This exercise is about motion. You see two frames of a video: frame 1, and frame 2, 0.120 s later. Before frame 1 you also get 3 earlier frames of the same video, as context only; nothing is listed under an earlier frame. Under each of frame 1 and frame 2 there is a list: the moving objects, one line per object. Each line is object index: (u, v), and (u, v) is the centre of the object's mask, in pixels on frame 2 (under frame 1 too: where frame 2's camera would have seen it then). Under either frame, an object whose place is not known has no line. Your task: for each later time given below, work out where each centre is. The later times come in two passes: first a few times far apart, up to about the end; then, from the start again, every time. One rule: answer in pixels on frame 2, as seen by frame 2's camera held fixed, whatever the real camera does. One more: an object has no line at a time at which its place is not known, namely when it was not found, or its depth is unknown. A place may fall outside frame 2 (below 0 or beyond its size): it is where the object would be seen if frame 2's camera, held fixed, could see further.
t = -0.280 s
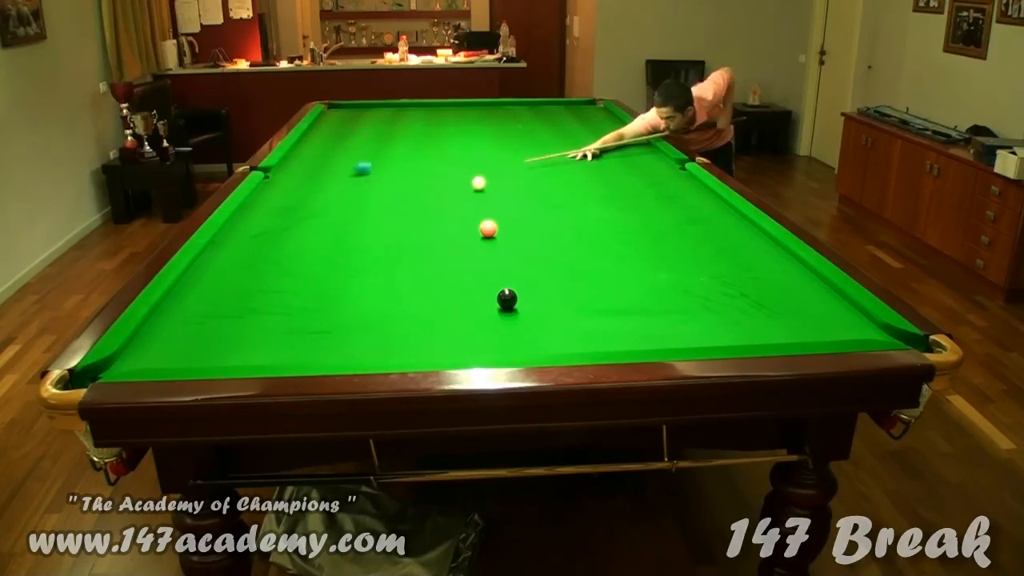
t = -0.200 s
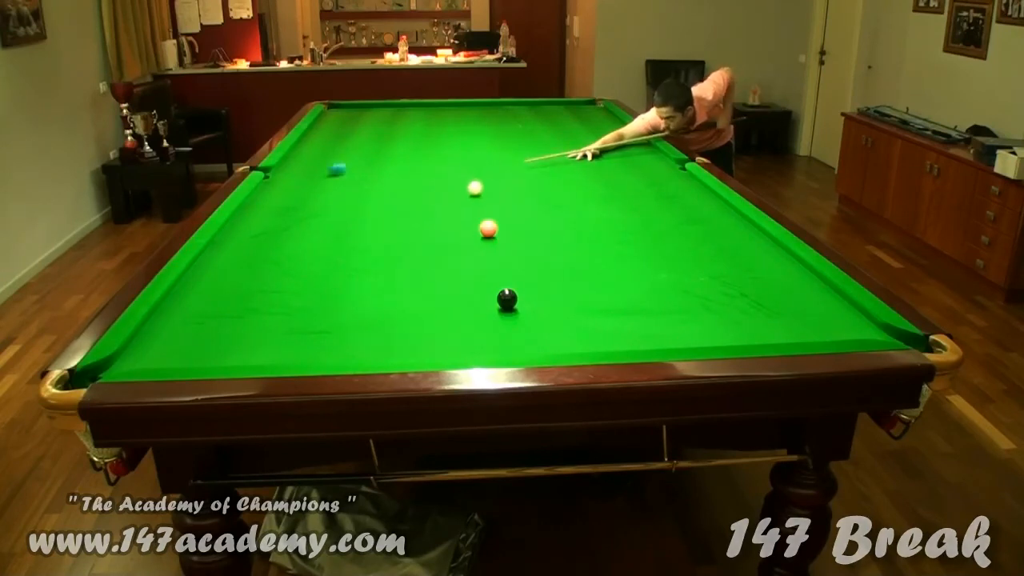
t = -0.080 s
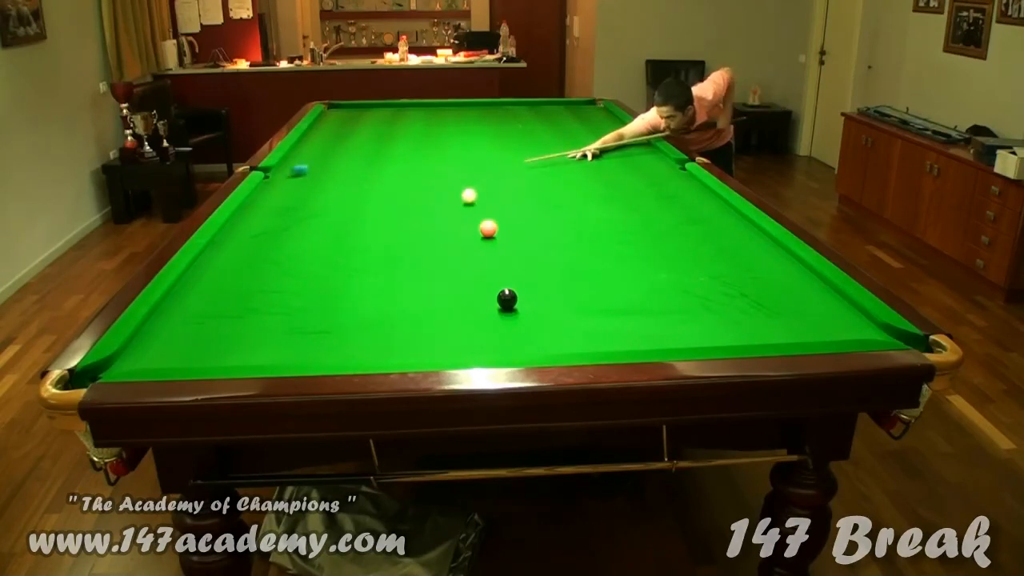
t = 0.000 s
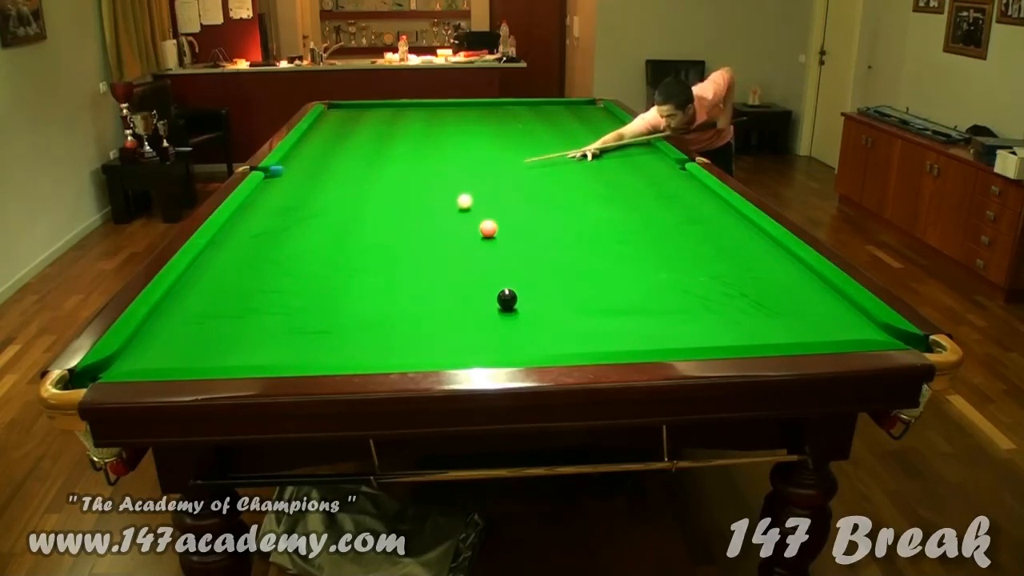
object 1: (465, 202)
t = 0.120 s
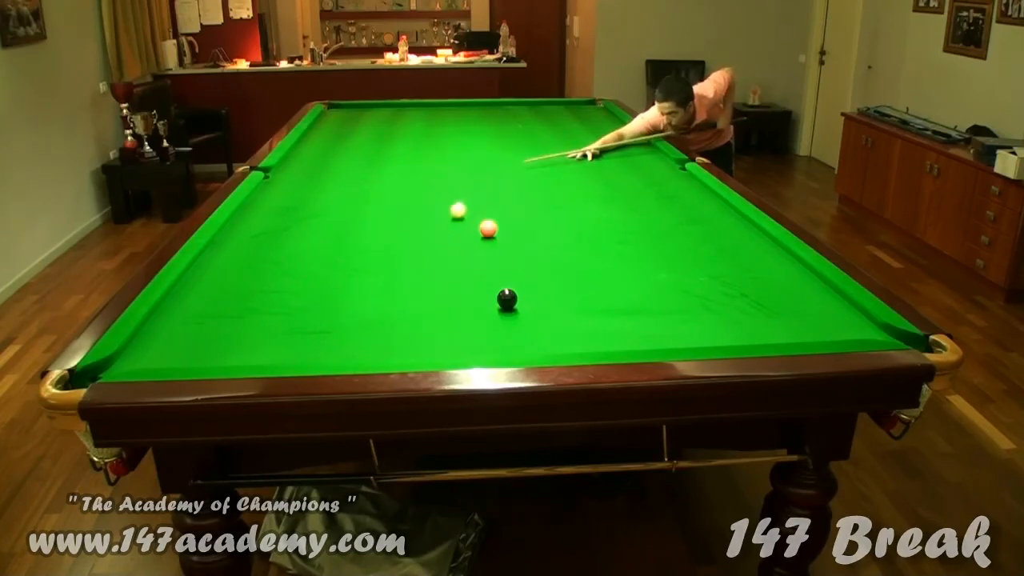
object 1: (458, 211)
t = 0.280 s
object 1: (448, 223)
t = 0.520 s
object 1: (432, 244)
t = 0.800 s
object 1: (411, 273)
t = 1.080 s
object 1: (385, 308)
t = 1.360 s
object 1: (355, 348)
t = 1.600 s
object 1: (349, 341)
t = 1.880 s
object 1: (351, 317)
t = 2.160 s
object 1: (353, 296)
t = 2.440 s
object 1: (355, 280)
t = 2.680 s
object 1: (355, 268)
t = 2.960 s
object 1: (357, 256)
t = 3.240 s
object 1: (358, 245)
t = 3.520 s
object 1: (359, 236)
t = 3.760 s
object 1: (360, 230)
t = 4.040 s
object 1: (361, 223)
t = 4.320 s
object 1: (362, 217)
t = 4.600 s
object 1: (363, 212)
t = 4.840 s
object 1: (363, 208)
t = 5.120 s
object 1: (364, 204)
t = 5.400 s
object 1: (365, 201)
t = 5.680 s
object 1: (366, 199)
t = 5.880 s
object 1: (367, 198)
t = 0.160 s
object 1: (455, 214)
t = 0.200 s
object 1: (453, 217)
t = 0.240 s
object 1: (451, 220)
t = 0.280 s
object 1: (448, 223)
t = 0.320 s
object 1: (446, 226)
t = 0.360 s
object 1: (443, 230)
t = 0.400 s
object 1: (441, 233)
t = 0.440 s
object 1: (438, 237)
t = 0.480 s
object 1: (435, 241)
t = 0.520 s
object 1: (432, 244)
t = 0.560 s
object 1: (429, 248)
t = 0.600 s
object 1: (427, 252)
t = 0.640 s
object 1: (423, 256)
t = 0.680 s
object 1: (420, 261)
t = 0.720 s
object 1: (417, 264)
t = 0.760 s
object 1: (414, 269)
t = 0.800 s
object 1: (411, 273)
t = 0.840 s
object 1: (407, 278)
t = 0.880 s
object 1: (404, 283)
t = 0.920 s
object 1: (400, 287)
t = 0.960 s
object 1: (397, 292)
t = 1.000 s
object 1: (393, 297)
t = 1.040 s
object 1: (389, 303)
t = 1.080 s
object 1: (385, 308)
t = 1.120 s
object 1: (381, 313)
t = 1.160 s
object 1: (377, 319)
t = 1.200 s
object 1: (372, 325)
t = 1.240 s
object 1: (368, 331)
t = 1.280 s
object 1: (363, 338)
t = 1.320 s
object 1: (359, 343)
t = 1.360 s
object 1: (355, 348)
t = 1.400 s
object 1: (350, 352)
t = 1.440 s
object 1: (347, 354)
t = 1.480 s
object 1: (348, 351)
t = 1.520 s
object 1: (348, 348)
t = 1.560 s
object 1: (348, 346)
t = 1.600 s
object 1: (349, 341)
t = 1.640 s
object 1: (349, 337)
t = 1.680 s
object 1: (350, 334)
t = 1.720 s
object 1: (350, 330)
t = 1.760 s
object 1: (350, 326)
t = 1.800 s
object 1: (351, 323)
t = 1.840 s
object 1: (351, 320)
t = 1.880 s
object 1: (351, 317)
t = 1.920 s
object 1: (351, 314)
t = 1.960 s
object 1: (352, 310)
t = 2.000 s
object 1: (352, 307)
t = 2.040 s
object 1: (352, 305)
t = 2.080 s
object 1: (353, 302)
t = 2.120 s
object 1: (353, 299)
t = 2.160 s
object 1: (353, 296)
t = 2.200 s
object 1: (353, 294)
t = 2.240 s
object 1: (353, 292)
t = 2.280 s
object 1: (353, 289)
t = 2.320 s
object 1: (354, 287)
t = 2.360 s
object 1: (354, 285)
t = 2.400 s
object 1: (354, 282)
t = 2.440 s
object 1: (355, 280)
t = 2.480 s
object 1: (355, 278)
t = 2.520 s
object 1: (355, 276)
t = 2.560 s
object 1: (355, 274)
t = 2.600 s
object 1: (355, 272)
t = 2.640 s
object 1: (355, 270)
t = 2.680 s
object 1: (355, 268)
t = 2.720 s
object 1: (356, 266)
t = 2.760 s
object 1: (356, 265)
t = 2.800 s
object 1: (356, 262)
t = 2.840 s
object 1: (356, 261)
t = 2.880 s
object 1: (356, 259)
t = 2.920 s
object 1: (356, 257)
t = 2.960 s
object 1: (357, 256)
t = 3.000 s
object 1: (357, 254)
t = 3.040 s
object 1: (357, 252)
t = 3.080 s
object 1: (357, 251)
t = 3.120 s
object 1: (357, 249)
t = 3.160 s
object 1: (357, 248)
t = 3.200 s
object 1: (357, 247)
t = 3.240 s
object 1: (358, 245)
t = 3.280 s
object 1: (358, 244)
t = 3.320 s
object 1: (358, 242)
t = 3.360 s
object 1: (358, 241)
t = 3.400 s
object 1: (358, 240)
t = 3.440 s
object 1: (359, 239)
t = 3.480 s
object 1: (359, 238)
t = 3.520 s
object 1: (359, 236)
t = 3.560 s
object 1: (359, 235)
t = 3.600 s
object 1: (359, 234)
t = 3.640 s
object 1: (360, 233)
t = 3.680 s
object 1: (360, 232)
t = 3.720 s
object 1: (360, 231)
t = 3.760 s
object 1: (360, 230)
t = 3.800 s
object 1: (360, 228)
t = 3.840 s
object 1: (360, 228)
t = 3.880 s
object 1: (360, 227)
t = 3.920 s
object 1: (361, 226)
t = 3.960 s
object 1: (360, 225)
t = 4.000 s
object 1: (361, 224)
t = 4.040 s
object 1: (361, 223)
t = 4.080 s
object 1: (361, 222)
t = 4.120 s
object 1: (361, 221)
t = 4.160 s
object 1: (361, 221)
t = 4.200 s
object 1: (361, 220)
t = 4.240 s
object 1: (362, 219)
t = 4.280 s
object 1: (362, 218)
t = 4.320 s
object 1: (362, 217)
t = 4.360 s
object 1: (362, 216)
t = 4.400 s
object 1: (362, 215)
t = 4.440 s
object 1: (363, 214)
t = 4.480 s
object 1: (363, 214)
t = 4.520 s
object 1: (362, 213)
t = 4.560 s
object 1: (363, 213)
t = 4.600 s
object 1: (363, 212)
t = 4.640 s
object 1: (363, 211)
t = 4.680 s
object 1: (363, 211)
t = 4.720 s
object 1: (363, 210)
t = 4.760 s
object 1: (363, 209)
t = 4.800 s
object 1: (363, 209)
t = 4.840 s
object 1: (363, 208)
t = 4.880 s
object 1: (364, 207)
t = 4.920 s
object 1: (364, 207)
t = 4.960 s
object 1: (364, 206)
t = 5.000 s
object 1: (364, 206)
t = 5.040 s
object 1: (364, 205)
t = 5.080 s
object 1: (365, 205)
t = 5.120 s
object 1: (364, 204)
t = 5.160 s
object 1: (365, 204)
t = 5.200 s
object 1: (365, 204)
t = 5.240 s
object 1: (365, 203)
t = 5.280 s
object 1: (365, 202)
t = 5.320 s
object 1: (365, 202)
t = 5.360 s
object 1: (365, 202)
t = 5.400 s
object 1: (365, 201)
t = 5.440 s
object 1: (365, 201)
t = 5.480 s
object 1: (365, 201)
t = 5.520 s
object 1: (365, 200)
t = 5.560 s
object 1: (366, 200)
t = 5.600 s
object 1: (366, 200)
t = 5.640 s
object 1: (366, 199)
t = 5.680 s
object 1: (366, 199)
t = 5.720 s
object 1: (366, 199)
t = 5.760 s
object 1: (366, 198)
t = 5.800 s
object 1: (366, 198)
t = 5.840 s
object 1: (367, 198)
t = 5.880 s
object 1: (367, 198)
